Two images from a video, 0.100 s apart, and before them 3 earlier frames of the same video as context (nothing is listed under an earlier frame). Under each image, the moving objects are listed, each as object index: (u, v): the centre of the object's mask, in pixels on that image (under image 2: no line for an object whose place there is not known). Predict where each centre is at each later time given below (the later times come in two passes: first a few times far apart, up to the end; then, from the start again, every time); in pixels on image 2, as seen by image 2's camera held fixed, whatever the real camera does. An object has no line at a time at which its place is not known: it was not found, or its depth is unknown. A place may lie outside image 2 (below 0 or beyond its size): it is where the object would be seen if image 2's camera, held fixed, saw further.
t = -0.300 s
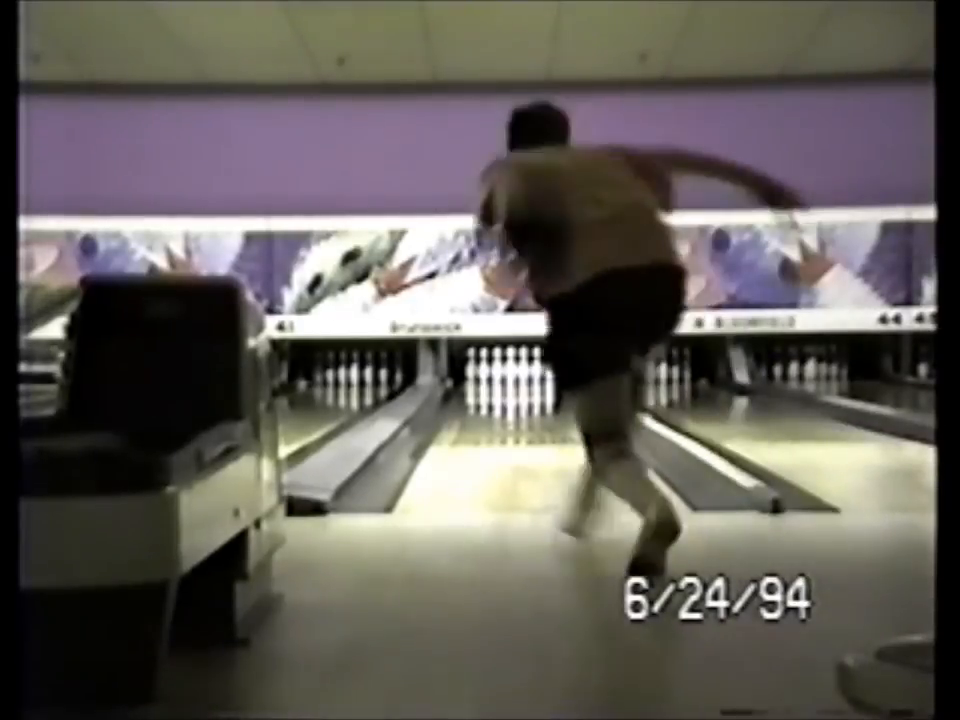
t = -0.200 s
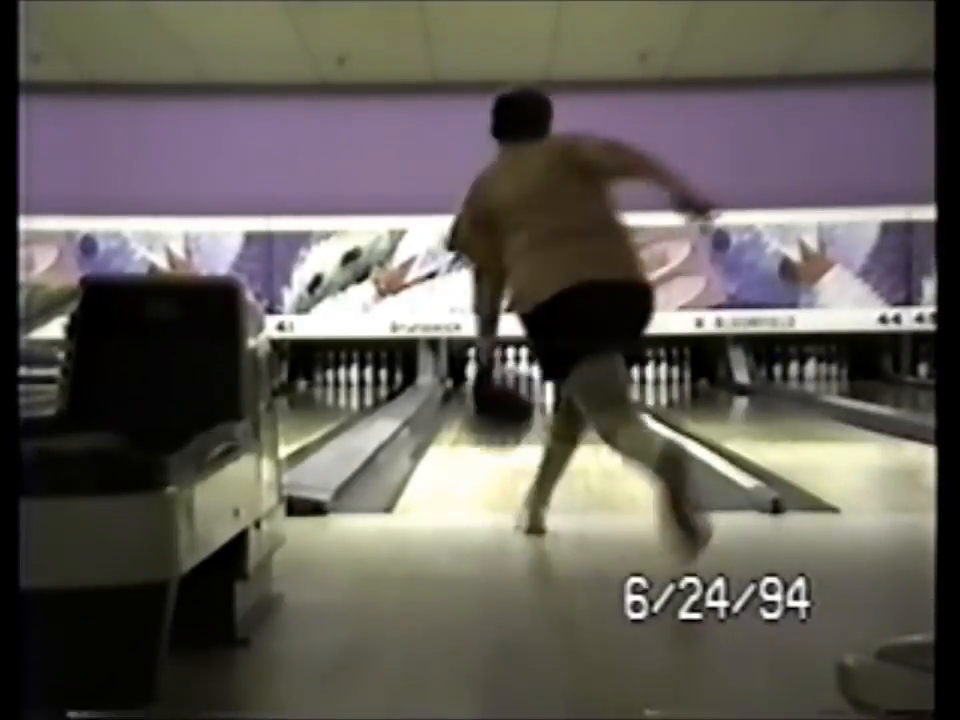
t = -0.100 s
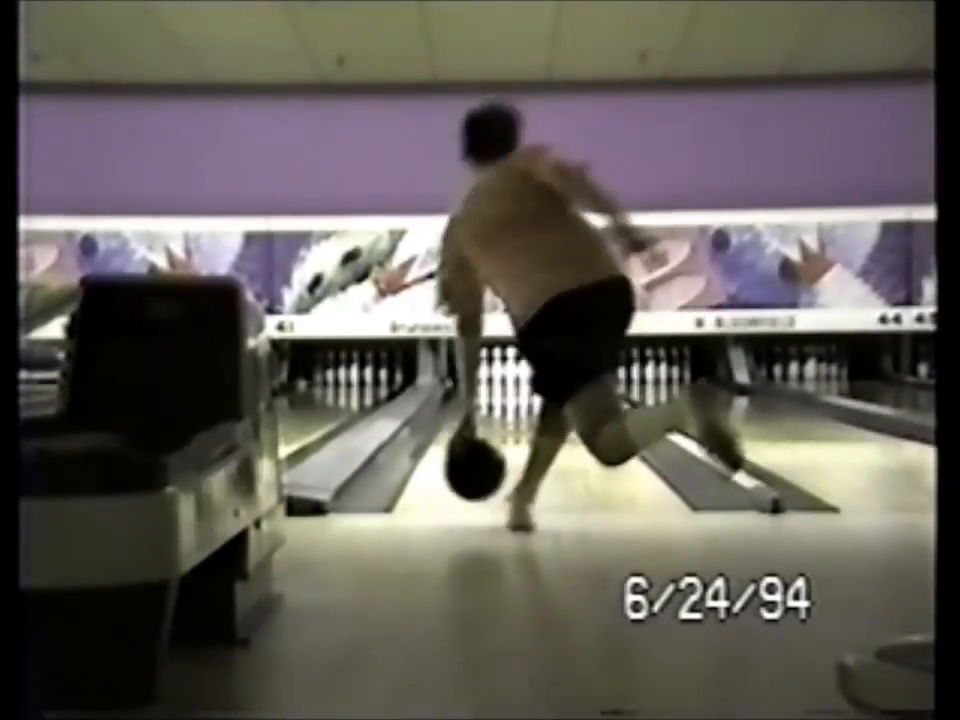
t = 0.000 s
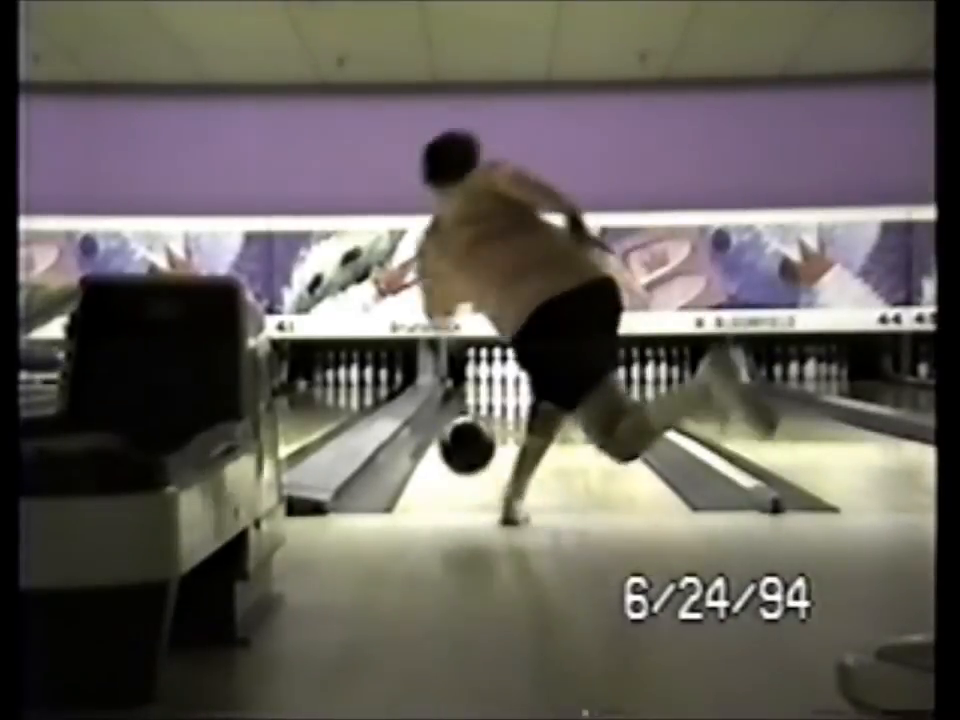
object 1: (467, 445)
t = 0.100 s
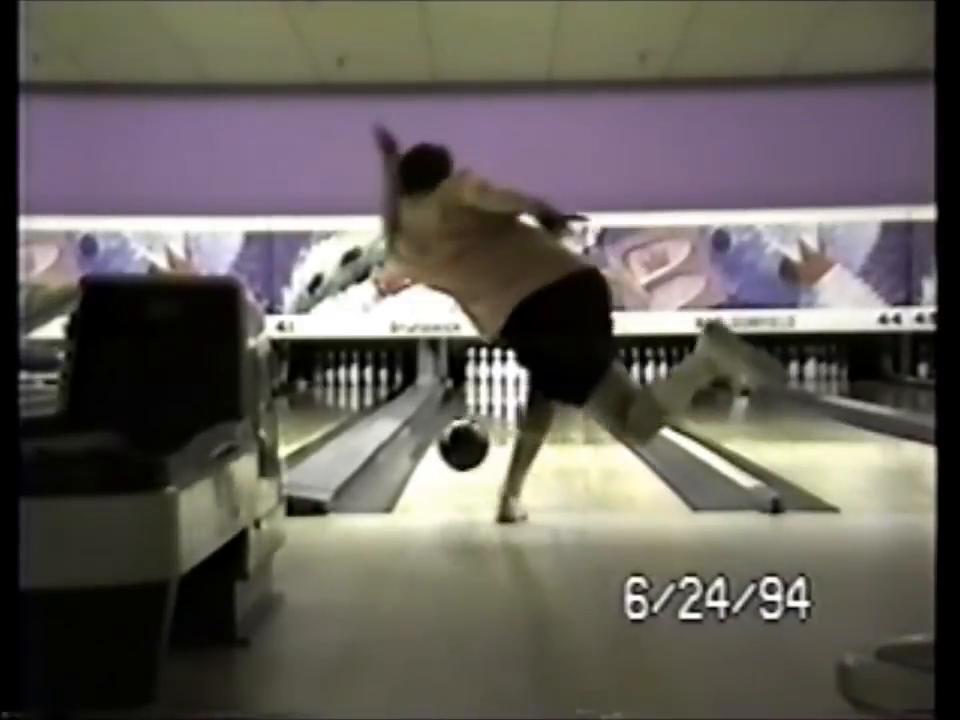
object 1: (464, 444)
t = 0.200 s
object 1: (461, 445)
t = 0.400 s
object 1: (458, 432)
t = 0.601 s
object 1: (456, 421)
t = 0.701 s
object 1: (456, 418)
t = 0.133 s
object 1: (463, 449)
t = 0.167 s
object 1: (461, 449)
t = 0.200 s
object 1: (461, 445)
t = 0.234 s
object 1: (460, 444)
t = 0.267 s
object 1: (460, 442)
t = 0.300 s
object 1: (460, 440)
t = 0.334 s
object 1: (459, 436)
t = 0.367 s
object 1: (459, 434)
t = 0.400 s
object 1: (458, 432)
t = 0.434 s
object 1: (457, 430)
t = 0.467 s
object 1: (457, 427)
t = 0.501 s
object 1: (457, 423)
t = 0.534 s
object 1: (457, 424)
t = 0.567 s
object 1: (456, 423)
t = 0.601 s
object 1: (456, 421)
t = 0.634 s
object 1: (456, 420)
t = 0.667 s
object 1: (455, 420)
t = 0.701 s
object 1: (456, 418)
